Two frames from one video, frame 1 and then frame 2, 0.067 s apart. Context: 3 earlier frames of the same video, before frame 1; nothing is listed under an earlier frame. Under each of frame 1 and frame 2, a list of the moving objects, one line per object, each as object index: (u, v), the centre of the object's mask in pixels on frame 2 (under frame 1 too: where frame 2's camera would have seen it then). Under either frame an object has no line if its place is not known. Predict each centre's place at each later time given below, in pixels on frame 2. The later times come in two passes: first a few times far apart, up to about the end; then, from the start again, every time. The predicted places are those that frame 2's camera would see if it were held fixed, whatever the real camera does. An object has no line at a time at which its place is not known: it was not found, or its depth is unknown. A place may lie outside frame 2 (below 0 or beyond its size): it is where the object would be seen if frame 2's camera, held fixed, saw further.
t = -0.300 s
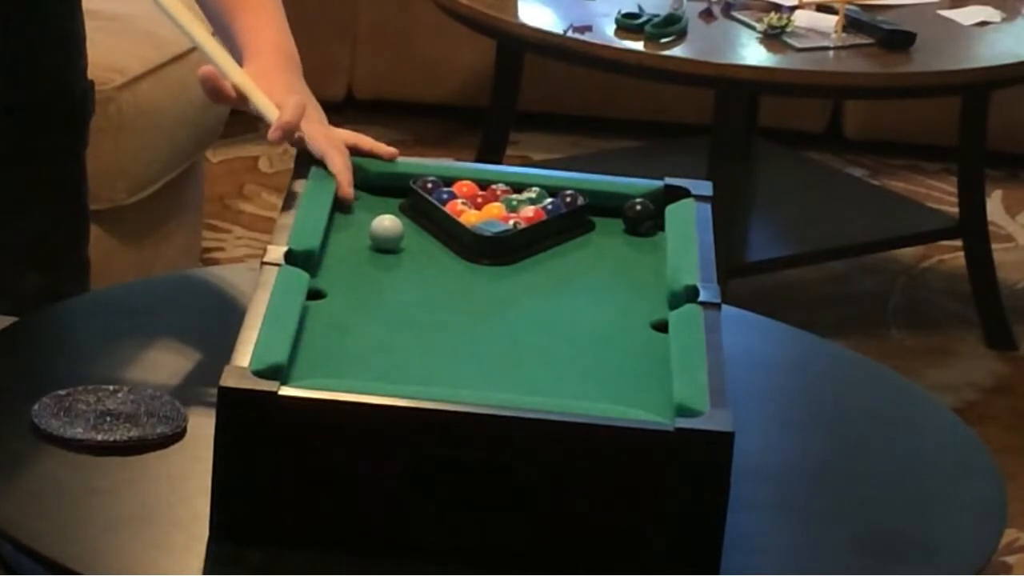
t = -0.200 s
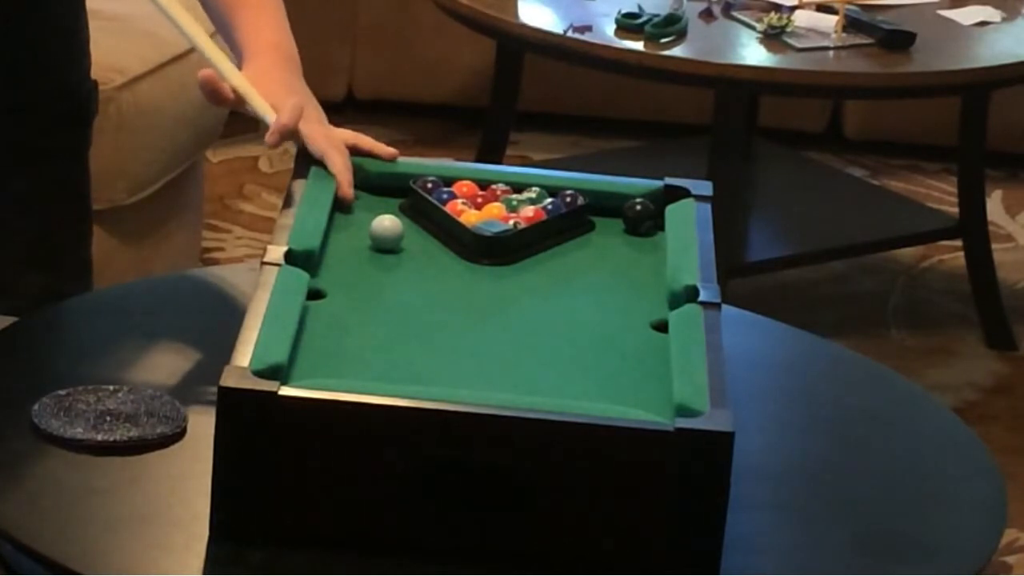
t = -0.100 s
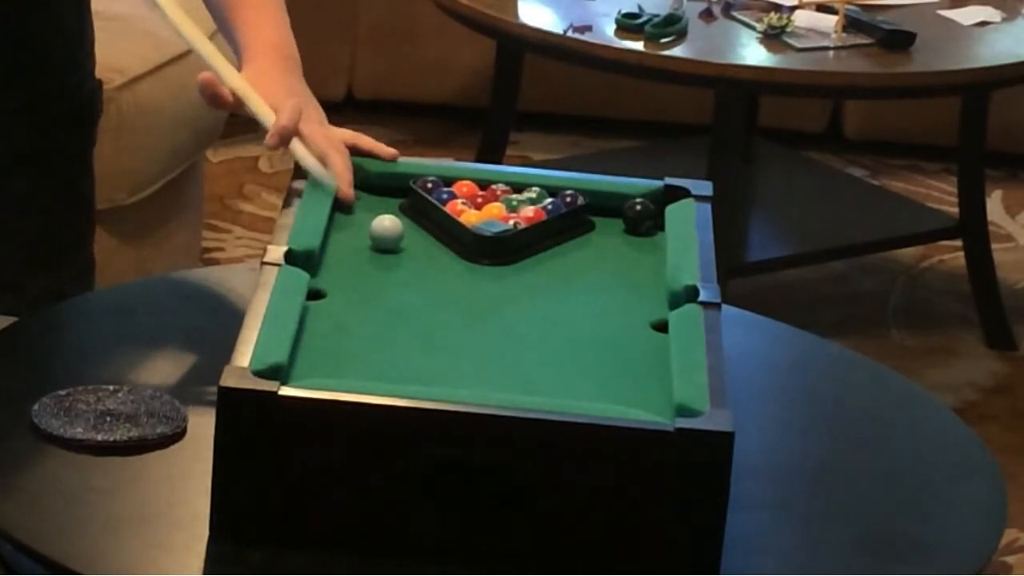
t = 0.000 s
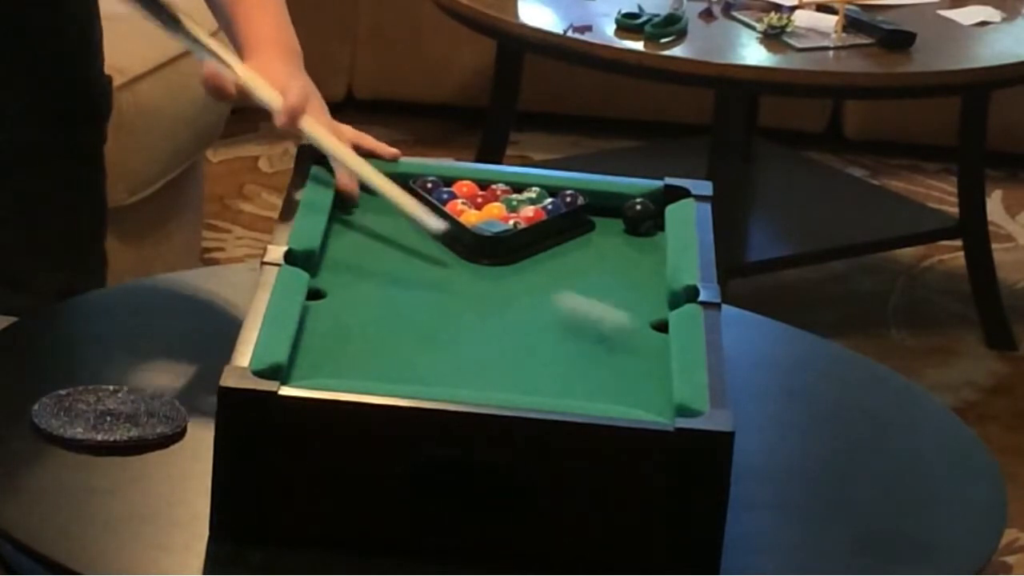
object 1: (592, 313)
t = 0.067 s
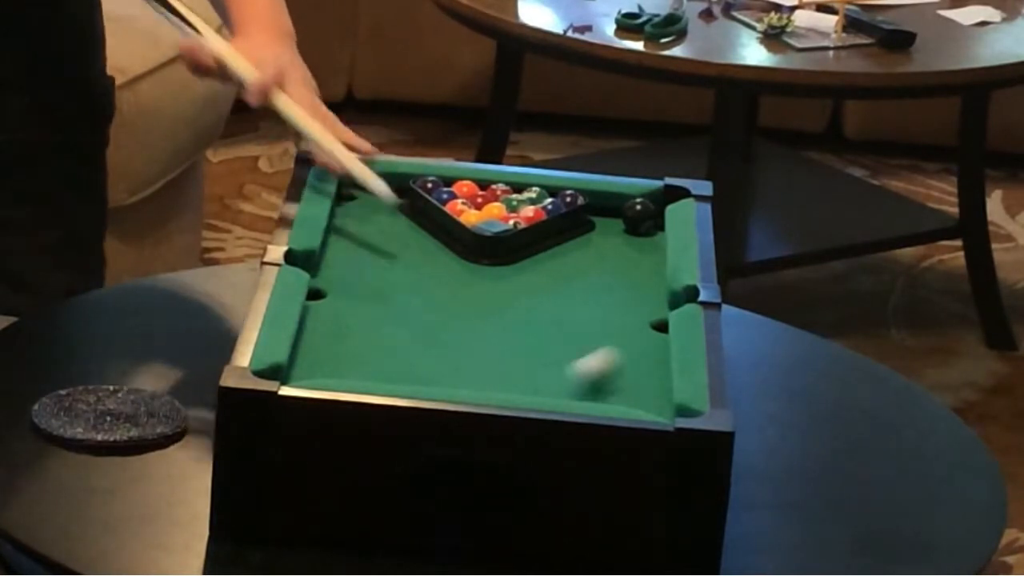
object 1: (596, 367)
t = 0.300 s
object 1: (353, 348)
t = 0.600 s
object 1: (422, 291)
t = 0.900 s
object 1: (525, 249)
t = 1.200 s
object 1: (625, 227)
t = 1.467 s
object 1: (643, 227)
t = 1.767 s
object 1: (642, 227)
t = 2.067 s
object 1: (642, 227)
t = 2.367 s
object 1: (642, 227)
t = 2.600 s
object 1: (642, 227)
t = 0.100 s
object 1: (558, 383)
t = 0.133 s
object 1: (516, 390)
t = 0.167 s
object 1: (480, 379)
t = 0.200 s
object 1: (446, 372)
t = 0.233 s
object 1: (414, 365)
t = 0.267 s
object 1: (383, 358)
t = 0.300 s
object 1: (353, 348)
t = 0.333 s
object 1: (324, 338)
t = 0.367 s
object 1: (324, 330)
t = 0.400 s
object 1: (341, 324)
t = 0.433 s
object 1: (355, 318)
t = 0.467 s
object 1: (369, 312)
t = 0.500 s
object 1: (383, 307)
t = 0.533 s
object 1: (397, 301)
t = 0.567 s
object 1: (409, 296)
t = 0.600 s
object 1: (422, 291)
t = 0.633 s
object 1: (434, 285)
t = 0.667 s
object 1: (447, 280)
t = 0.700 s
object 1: (459, 275)
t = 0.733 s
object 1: (470, 271)
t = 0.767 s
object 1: (481, 266)
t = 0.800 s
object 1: (492, 262)
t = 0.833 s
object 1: (502, 257)
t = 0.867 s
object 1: (512, 252)
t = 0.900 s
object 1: (525, 249)
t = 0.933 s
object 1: (537, 247)
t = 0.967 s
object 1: (550, 244)
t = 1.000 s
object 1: (562, 242)
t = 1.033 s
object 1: (573, 239)
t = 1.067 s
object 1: (584, 236)
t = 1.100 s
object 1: (595, 234)
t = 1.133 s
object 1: (606, 232)
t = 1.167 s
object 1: (615, 230)
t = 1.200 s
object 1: (625, 227)
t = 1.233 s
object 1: (631, 227)
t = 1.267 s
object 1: (636, 227)
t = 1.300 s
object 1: (641, 227)
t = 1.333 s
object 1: (646, 228)
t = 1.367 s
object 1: (648, 227)
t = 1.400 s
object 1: (647, 227)
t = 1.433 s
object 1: (645, 227)
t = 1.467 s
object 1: (643, 227)
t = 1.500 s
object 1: (642, 227)
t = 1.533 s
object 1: (642, 227)
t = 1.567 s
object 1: (641, 227)
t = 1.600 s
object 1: (641, 227)
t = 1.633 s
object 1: (641, 227)
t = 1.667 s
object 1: (642, 227)
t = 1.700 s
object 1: (642, 227)
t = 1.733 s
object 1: (642, 227)
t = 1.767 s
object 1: (642, 227)
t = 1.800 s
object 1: (642, 227)
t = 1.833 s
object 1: (642, 227)
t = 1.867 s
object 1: (642, 227)
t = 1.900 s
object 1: (642, 227)
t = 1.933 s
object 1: (642, 227)
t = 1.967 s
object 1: (642, 227)
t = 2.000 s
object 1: (642, 227)
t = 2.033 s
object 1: (642, 227)
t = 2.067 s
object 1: (642, 227)
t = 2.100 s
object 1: (642, 227)
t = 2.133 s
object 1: (642, 227)
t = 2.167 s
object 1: (642, 227)
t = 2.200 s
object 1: (642, 227)
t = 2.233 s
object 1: (642, 227)
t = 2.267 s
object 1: (642, 227)
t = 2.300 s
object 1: (642, 227)
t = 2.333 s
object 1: (642, 227)
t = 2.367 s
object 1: (642, 227)
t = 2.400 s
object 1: (642, 227)
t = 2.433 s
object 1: (642, 227)
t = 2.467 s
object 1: (642, 227)
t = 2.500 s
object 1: (642, 227)
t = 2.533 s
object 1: (642, 227)
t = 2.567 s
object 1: (642, 227)
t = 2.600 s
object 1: (642, 227)
